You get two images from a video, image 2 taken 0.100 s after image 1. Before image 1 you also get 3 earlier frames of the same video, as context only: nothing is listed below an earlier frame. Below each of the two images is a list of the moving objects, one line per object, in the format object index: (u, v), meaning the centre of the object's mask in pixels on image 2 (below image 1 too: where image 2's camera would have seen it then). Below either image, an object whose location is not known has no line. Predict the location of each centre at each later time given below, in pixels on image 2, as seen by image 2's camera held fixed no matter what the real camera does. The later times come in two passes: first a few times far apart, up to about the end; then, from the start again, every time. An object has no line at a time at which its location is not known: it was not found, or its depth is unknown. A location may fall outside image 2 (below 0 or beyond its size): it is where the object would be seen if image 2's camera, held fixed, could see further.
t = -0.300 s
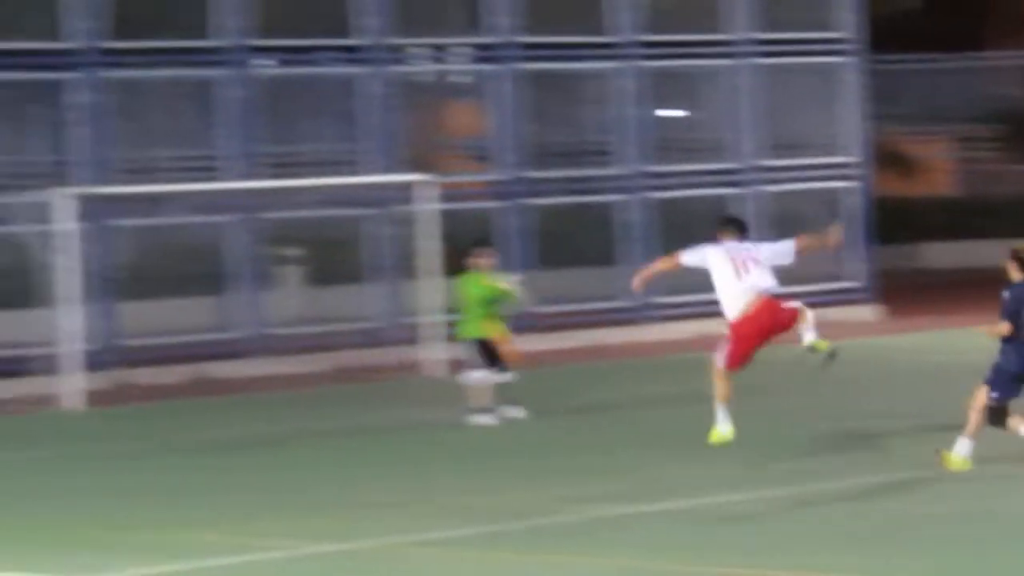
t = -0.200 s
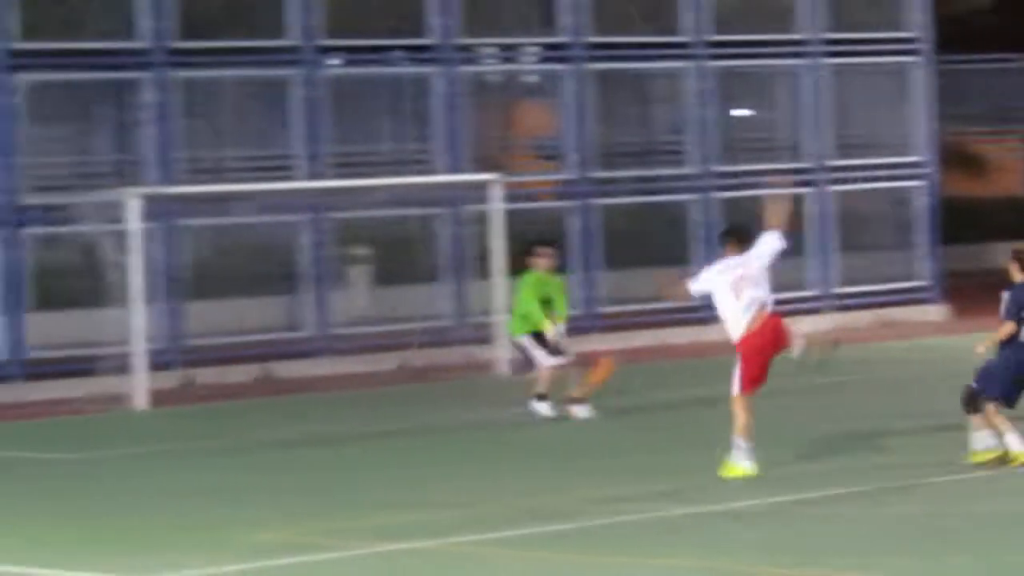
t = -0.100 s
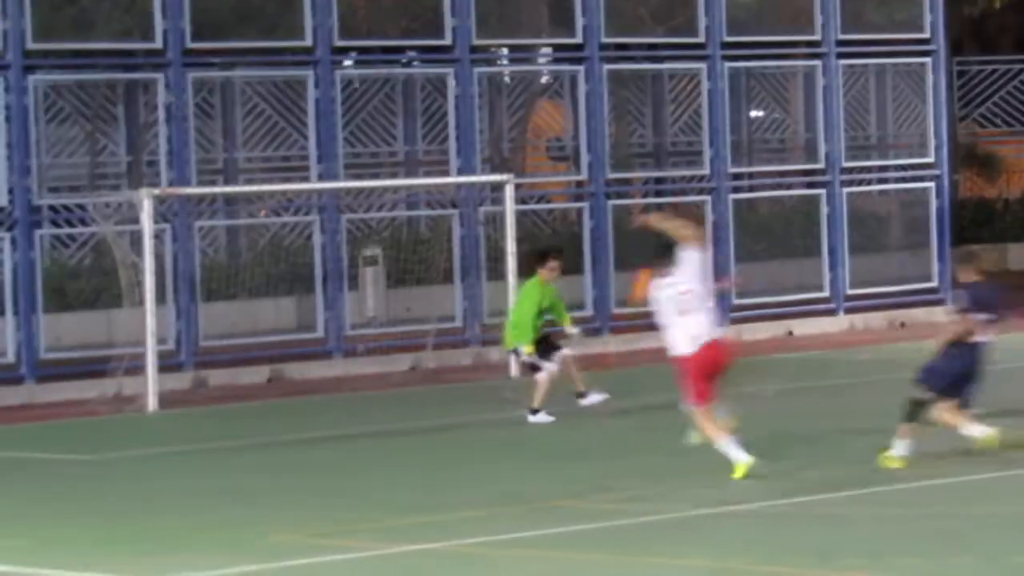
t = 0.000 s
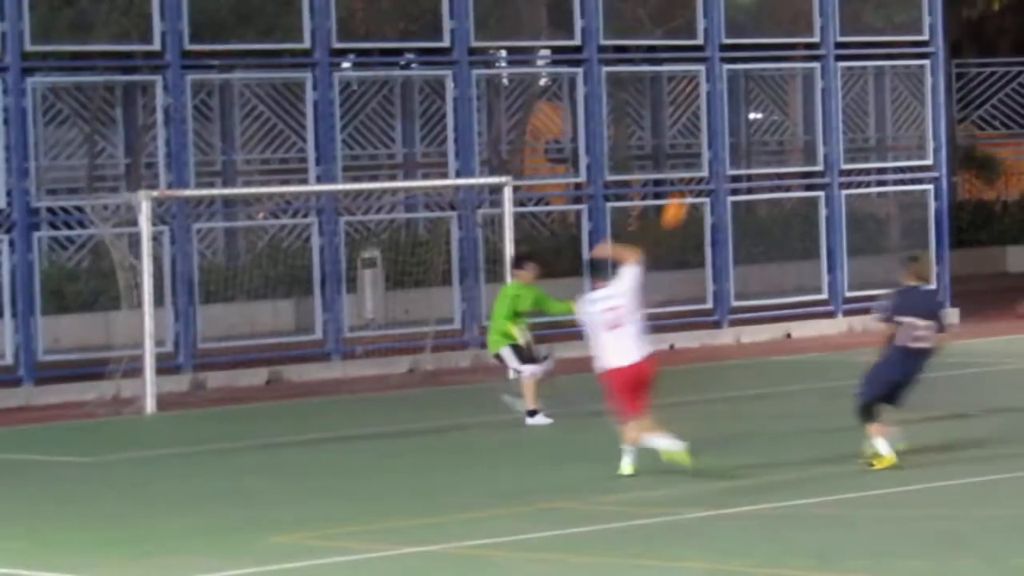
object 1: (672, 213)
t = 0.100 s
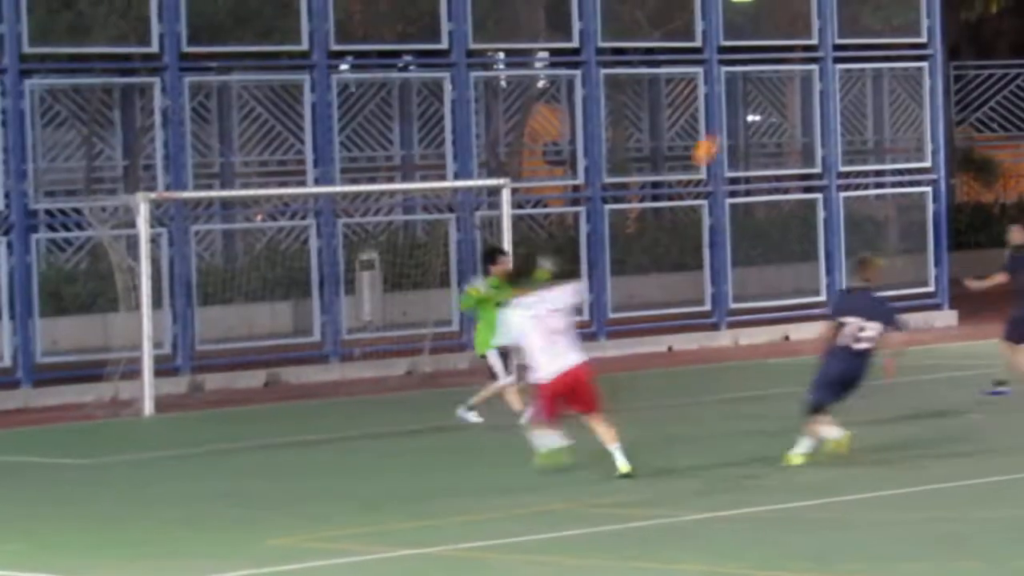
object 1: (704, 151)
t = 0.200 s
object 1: (740, 96)
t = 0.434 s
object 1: (819, 21)
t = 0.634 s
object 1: (890, 6)
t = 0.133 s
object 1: (717, 130)
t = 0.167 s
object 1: (729, 112)
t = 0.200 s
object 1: (740, 96)
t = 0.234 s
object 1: (750, 83)
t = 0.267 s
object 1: (762, 69)
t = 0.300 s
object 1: (774, 56)
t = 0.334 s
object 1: (785, 44)
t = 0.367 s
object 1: (797, 35)
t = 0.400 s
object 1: (808, 27)
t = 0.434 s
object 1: (819, 21)
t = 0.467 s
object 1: (833, 14)
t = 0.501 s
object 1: (845, 10)
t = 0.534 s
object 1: (855, 7)
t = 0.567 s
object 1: (867, 6)
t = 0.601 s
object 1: (879, 6)
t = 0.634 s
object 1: (890, 6)
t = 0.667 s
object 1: (903, 9)
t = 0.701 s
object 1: (914, 12)
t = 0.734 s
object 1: (928, 19)
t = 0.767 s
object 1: (940, 24)
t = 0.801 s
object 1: (952, 33)
